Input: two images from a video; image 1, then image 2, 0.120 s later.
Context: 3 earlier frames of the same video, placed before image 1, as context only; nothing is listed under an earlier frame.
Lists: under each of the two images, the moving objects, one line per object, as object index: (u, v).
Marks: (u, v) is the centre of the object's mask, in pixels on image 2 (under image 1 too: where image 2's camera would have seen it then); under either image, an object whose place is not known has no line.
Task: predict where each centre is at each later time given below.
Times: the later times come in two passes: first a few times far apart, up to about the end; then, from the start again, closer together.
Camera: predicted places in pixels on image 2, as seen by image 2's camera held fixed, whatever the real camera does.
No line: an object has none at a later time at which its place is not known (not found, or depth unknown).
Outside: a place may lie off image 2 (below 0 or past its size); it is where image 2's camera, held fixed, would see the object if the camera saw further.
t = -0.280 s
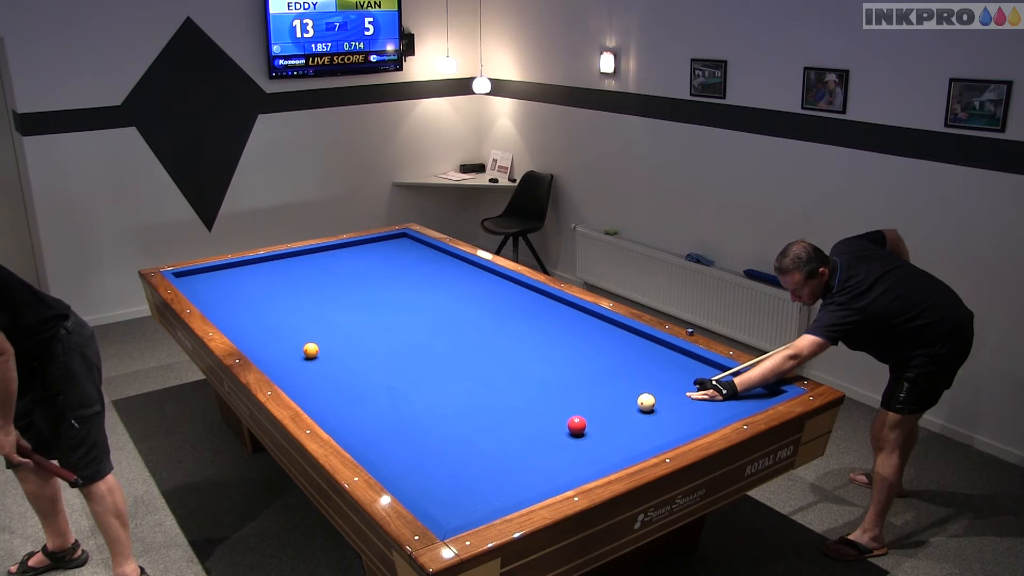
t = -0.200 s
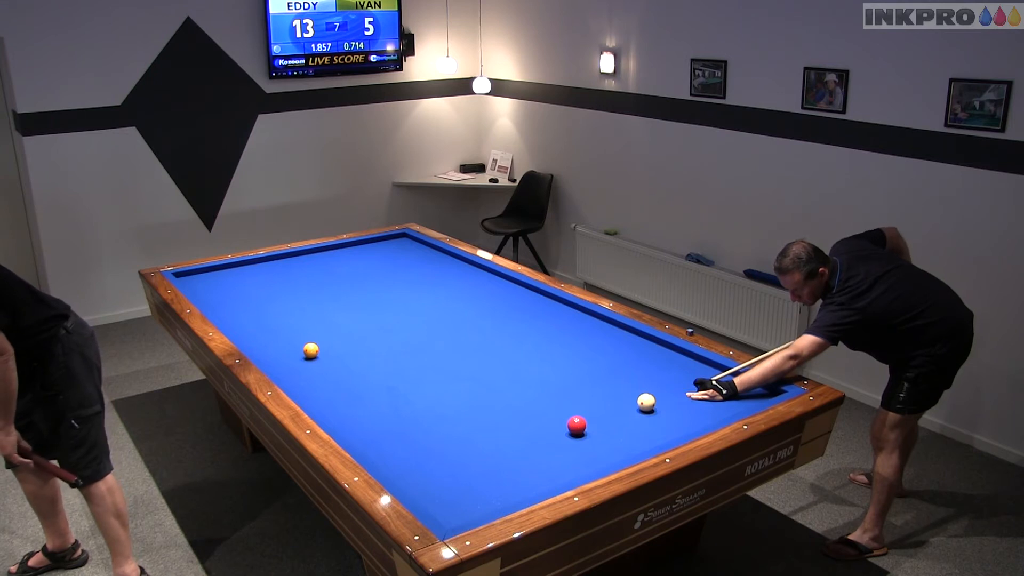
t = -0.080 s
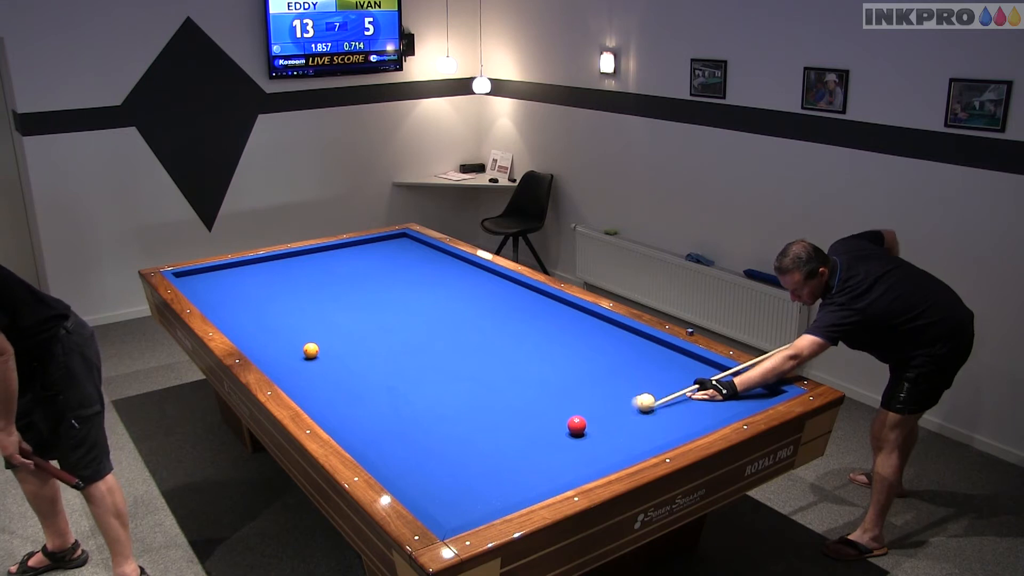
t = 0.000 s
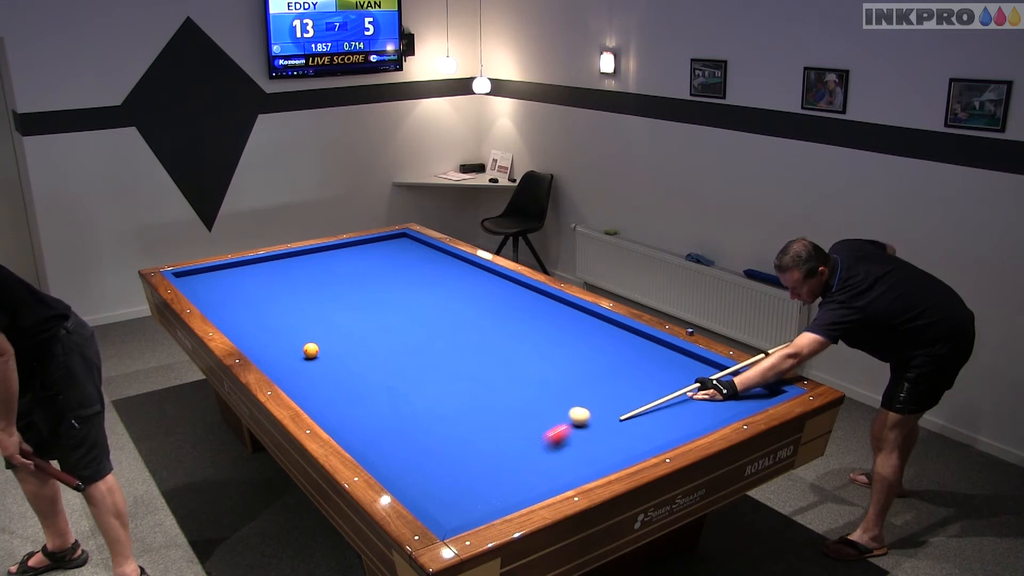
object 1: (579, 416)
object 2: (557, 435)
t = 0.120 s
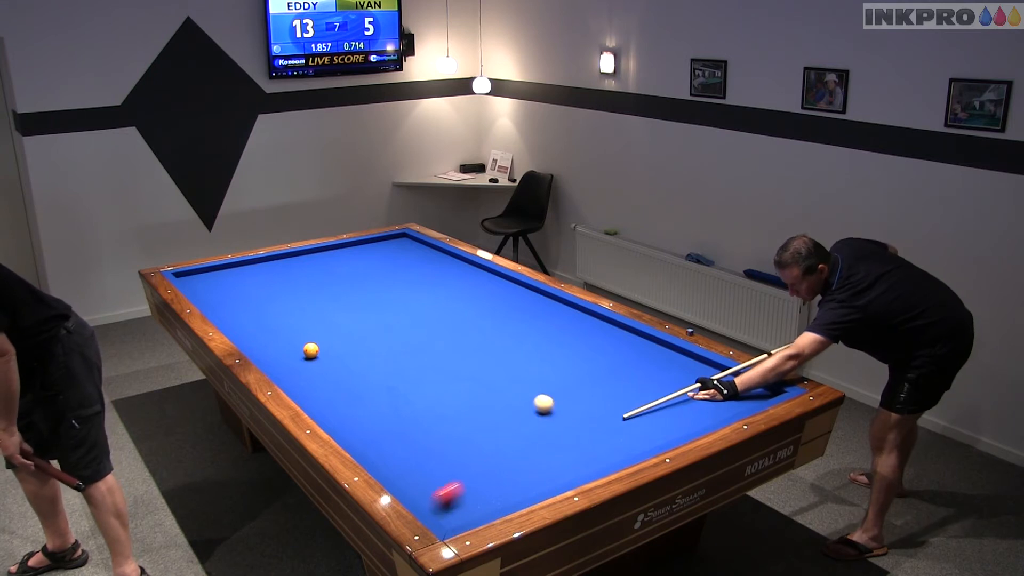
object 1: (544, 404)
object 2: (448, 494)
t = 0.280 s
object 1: (512, 388)
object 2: (555, 469)
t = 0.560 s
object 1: (492, 361)
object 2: (717, 412)
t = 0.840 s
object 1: (496, 336)
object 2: (720, 398)
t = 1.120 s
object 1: (501, 314)
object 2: (626, 418)
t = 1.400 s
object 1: (504, 296)
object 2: (537, 434)
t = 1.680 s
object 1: (508, 280)
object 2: (441, 451)
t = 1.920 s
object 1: (475, 272)
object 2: (397, 454)
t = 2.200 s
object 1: (439, 264)
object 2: (441, 434)
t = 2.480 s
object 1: (406, 257)
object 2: (477, 417)
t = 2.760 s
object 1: (375, 250)
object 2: (509, 401)
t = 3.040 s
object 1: (347, 244)
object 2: (538, 386)
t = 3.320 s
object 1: (337, 252)
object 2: (564, 373)
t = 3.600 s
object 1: (324, 260)
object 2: (588, 361)
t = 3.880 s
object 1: (312, 269)
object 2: (610, 350)
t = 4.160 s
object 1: (299, 277)
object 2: (630, 340)
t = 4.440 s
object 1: (285, 287)
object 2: (632, 336)
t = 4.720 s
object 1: (271, 296)
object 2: (616, 339)
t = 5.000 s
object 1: (256, 306)
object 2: (600, 342)
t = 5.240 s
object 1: (243, 314)
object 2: (587, 344)
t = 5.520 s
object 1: (235, 323)
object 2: (573, 346)
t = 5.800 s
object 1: (255, 328)
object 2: (558, 349)
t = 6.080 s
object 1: (275, 332)
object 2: (545, 351)
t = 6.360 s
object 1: (296, 337)
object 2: (532, 353)
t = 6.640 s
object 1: (317, 340)
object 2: (519, 355)
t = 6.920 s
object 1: (336, 345)
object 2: (506, 357)
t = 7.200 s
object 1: (357, 349)
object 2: (495, 358)
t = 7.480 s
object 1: (377, 354)
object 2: (484, 360)
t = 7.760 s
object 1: (397, 358)
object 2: (475, 361)
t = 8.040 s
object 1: (418, 362)
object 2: (466, 363)
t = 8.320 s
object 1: (437, 367)
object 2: (457, 365)
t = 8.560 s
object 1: (445, 372)
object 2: (460, 364)
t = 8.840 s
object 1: (451, 378)
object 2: (465, 363)
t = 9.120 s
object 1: (456, 384)
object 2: (469, 363)
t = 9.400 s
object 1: (462, 391)
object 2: (473, 362)
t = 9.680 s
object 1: (467, 397)
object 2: (475, 361)
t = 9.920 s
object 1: (472, 402)
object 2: (476, 361)
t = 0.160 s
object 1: (534, 400)
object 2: (450, 499)
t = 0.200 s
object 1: (525, 396)
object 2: (487, 488)
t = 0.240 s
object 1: (518, 392)
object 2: (522, 478)
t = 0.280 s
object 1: (512, 388)
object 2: (555, 469)
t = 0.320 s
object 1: (506, 384)
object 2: (585, 460)
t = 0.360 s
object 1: (502, 380)
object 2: (613, 451)
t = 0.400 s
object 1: (498, 376)
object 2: (640, 443)
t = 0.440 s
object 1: (495, 372)
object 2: (665, 435)
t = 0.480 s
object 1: (493, 368)
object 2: (686, 427)
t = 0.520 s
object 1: (492, 364)
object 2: (702, 419)
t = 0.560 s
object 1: (492, 361)
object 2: (717, 412)
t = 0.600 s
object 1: (492, 357)
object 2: (731, 405)
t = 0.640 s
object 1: (493, 353)
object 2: (745, 398)
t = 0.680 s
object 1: (493, 350)
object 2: (758, 392)
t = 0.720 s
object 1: (494, 346)
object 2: (764, 388)
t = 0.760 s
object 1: (495, 342)
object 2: (750, 392)
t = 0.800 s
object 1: (495, 339)
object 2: (735, 395)
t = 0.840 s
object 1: (496, 336)
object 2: (720, 398)
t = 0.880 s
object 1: (497, 332)
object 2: (705, 401)
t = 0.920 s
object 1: (497, 329)
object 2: (691, 405)
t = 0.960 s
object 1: (498, 326)
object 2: (677, 407)
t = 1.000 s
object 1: (499, 323)
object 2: (664, 410)
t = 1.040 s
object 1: (499, 320)
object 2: (651, 413)
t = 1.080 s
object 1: (500, 317)
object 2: (639, 415)
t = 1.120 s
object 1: (501, 314)
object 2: (626, 418)
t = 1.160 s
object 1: (501, 311)
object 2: (614, 420)
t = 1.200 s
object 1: (502, 309)
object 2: (601, 422)
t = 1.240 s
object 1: (502, 306)
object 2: (588, 424)
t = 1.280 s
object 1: (503, 303)
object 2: (576, 427)
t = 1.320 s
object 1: (503, 301)
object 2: (563, 429)
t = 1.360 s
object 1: (504, 298)
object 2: (550, 431)
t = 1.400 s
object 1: (504, 296)
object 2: (537, 434)
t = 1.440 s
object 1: (505, 293)
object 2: (523, 436)
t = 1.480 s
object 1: (505, 291)
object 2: (510, 438)
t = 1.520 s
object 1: (506, 289)
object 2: (497, 441)
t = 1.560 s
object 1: (506, 286)
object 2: (483, 443)
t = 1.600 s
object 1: (507, 284)
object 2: (469, 446)
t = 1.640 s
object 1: (507, 282)
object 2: (455, 448)
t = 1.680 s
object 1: (508, 280)
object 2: (441, 451)
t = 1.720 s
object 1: (504, 278)
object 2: (427, 453)
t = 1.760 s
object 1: (497, 277)
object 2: (413, 455)
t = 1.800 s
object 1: (491, 276)
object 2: (399, 458)
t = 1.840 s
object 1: (486, 275)
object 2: (385, 459)
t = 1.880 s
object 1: (480, 273)
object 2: (388, 458)
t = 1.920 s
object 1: (475, 272)
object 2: (397, 454)
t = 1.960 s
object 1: (470, 271)
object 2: (405, 451)
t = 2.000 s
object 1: (464, 270)
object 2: (413, 448)
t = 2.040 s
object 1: (459, 269)
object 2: (419, 445)
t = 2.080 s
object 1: (454, 268)
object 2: (425, 442)
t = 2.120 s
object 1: (449, 266)
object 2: (430, 439)
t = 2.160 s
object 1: (444, 265)
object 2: (436, 436)
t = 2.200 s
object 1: (439, 264)
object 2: (441, 434)
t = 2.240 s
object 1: (434, 263)
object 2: (446, 431)
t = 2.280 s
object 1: (429, 262)
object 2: (452, 429)
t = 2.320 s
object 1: (425, 261)
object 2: (457, 426)
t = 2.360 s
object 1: (419, 260)
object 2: (462, 424)
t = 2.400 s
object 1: (415, 259)
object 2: (467, 421)
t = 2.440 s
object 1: (410, 258)
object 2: (472, 419)
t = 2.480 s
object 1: (406, 257)
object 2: (477, 417)
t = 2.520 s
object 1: (401, 256)
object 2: (481, 414)
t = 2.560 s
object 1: (397, 255)
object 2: (486, 412)
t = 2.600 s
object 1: (392, 254)
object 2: (491, 410)
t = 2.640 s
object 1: (388, 253)
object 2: (495, 408)
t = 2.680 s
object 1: (384, 252)
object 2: (500, 405)
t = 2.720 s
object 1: (380, 251)
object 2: (504, 403)
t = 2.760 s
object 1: (375, 250)
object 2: (509, 401)
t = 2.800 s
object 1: (371, 249)
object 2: (513, 398)
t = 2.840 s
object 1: (367, 248)
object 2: (517, 396)
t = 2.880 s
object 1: (363, 247)
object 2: (521, 394)
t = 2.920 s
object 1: (359, 246)
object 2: (525, 392)
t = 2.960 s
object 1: (355, 245)
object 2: (530, 390)
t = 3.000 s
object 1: (351, 244)
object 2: (534, 388)
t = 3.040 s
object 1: (347, 244)
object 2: (538, 386)
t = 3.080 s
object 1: (346, 245)
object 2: (542, 384)
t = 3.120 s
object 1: (345, 246)
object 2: (546, 383)
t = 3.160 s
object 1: (343, 248)
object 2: (549, 381)
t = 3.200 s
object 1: (342, 249)
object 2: (553, 379)
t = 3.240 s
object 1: (340, 250)
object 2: (557, 377)
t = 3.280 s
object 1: (338, 251)
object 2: (561, 375)
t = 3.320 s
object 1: (337, 252)
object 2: (564, 373)
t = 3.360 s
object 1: (335, 254)
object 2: (568, 371)
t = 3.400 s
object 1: (333, 255)
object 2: (571, 370)
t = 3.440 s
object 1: (332, 256)
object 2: (575, 368)
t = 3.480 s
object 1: (330, 257)
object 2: (578, 366)
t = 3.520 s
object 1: (328, 258)
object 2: (582, 365)
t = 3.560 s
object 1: (326, 259)
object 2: (585, 363)
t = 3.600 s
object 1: (324, 260)
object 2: (588, 361)
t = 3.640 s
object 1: (323, 262)
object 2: (591, 360)
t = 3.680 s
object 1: (321, 263)
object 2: (595, 358)
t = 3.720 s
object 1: (319, 264)
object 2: (598, 356)
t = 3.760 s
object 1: (317, 265)
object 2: (601, 355)
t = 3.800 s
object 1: (316, 266)
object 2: (604, 353)
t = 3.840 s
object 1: (314, 268)
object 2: (607, 352)
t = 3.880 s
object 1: (312, 269)
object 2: (610, 350)
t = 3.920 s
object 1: (310, 270)
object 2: (613, 349)
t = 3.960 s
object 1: (308, 271)
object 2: (616, 347)
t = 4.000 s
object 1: (306, 272)
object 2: (619, 346)
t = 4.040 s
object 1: (304, 274)
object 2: (622, 344)
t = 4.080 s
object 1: (303, 275)
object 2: (624, 343)
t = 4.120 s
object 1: (301, 276)
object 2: (627, 341)
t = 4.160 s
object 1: (299, 277)
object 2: (630, 340)
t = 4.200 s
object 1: (297, 279)
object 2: (633, 339)
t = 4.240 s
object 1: (295, 280)
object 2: (636, 337)
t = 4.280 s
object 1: (293, 281)
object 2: (638, 336)
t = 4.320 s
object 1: (291, 283)
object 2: (640, 335)
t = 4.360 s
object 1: (289, 284)
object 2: (637, 335)
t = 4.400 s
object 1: (287, 285)
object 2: (635, 336)
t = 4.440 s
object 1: (285, 287)
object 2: (632, 336)
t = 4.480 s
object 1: (283, 288)
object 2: (630, 337)
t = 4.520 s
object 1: (281, 289)
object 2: (627, 337)
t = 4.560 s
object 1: (279, 291)
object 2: (625, 337)
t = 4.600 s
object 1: (277, 292)
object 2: (623, 338)
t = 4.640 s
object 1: (275, 293)
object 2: (620, 338)
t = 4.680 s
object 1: (273, 295)
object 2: (618, 338)
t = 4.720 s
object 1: (271, 296)
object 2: (616, 339)
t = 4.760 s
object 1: (269, 297)
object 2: (614, 339)
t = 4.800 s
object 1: (267, 299)
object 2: (611, 340)
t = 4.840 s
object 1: (265, 300)
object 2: (609, 340)
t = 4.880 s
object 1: (263, 301)
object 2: (607, 340)
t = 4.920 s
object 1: (261, 303)
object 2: (605, 341)
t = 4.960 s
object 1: (259, 304)
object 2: (603, 341)
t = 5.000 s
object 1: (256, 306)
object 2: (600, 342)
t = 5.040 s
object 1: (254, 307)
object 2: (598, 342)
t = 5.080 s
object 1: (252, 309)
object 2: (596, 342)
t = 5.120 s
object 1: (250, 310)
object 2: (594, 343)
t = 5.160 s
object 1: (248, 311)
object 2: (592, 343)
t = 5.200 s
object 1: (246, 313)
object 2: (589, 343)
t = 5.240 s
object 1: (243, 314)
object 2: (587, 344)
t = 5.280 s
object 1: (241, 316)
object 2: (585, 344)
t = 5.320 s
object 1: (239, 317)
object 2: (583, 345)
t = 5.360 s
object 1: (237, 319)
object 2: (581, 345)
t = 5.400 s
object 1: (235, 320)
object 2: (579, 345)
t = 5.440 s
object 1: (233, 322)
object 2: (577, 346)
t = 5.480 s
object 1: (232, 322)
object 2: (575, 346)
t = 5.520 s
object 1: (235, 323)
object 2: (573, 346)
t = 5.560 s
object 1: (237, 324)
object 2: (571, 347)
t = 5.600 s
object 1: (240, 325)
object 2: (569, 347)
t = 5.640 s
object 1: (243, 325)
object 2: (566, 347)
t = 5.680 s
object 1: (246, 326)
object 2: (565, 348)
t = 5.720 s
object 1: (249, 327)
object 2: (563, 348)
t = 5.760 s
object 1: (252, 328)
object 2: (561, 348)
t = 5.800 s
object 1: (255, 328)
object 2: (558, 349)
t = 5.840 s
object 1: (258, 329)
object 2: (557, 349)
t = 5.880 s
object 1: (261, 329)
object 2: (554, 349)
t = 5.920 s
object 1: (264, 330)
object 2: (553, 350)
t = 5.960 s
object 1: (266, 330)
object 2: (551, 350)
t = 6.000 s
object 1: (269, 331)
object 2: (549, 350)
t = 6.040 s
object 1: (272, 332)
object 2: (547, 351)
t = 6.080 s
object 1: (275, 332)
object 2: (545, 351)
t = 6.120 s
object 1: (278, 333)
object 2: (543, 351)
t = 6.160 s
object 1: (281, 334)
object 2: (541, 352)
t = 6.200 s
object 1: (284, 334)
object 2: (539, 352)
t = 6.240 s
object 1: (287, 335)
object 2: (537, 352)
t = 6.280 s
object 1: (290, 335)
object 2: (535, 353)
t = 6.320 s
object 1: (293, 336)
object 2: (534, 353)
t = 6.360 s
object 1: (296, 337)
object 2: (532, 353)
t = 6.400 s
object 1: (298, 337)
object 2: (530, 353)
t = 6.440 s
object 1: (301, 338)
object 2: (528, 354)
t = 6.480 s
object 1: (304, 338)
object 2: (526, 354)
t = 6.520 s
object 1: (307, 338)
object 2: (524, 354)
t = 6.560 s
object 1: (310, 338)
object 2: (522, 355)
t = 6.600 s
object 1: (313, 338)
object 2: (521, 355)
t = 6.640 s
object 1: (317, 340)
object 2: (519, 355)
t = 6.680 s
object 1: (320, 341)
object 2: (517, 355)
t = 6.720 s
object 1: (322, 342)
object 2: (515, 356)
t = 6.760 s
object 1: (325, 343)
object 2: (513, 356)
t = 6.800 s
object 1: (328, 343)
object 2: (511, 356)
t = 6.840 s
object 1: (331, 344)
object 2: (510, 356)
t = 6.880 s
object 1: (333, 345)
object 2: (508, 357)
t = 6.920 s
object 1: (336, 345)
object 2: (506, 357)
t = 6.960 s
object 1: (339, 346)
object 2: (505, 357)
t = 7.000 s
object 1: (342, 347)
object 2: (503, 357)
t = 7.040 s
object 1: (345, 347)
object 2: (501, 358)
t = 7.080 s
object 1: (348, 348)
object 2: (500, 358)
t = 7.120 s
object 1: (351, 348)
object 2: (498, 358)
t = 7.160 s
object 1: (354, 349)
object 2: (497, 359)
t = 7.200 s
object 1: (357, 349)
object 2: (495, 358)
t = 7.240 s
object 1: (360, 350)
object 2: (493, 359)
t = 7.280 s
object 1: (363, 351)
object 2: (492, 359)
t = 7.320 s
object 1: (366, 351)
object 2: (490, 359)
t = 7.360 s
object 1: (369, 352)
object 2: (489, 359)
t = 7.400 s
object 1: (372, 353)
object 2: (487, 360)
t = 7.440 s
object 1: (375, 353)
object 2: (486, 360)
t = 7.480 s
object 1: (377, 354)
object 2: (484, 360)
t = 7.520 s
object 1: (380, 354)
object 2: (483, 360)
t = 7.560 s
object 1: (383, 354)
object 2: (481, 360)
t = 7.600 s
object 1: (386, 356)
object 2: (480, 361)
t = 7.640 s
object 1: (389, 356)
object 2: (479, 361)
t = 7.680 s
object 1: (392, 357)
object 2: (477, 361)
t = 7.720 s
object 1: (395, 357)
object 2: (476, 361)
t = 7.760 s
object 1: (397, 358)
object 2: (475, 361)
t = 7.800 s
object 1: (400, 359)
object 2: (473, 362)
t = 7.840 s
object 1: (403, 359)
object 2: (472, 362)
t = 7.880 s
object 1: (406, 360)
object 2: (471, 362)
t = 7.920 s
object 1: (409, 360)
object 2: (469, 362)
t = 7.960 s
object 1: (412, 361)
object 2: (468, 362)
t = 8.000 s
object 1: (415, 361)
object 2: (467, 363)
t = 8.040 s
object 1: (418, 362)
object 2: (466, 363)
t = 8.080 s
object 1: (420, 363)
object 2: (464, 363)
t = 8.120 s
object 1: (423, 363)
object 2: (463, 363)
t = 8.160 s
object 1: (426, 364)
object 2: (462, 364)
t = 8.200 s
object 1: (429, 365)
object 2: (461, 364)
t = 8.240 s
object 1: (432, 365)
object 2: (460, 364)
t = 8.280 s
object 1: (434, 366)
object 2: (458, 364)
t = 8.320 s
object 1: (437, 367)
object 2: (457, 365)
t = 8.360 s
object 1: (440, 367)
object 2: (456, 365)
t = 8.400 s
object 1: (442, 368)
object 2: (457, 365)
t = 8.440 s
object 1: (442, 369)
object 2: (458, 364)
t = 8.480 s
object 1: (443, 370)
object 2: (458, 364)
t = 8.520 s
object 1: (444, 371)
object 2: (459, 364)
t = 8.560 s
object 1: (445, 372)
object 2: (460, 364)
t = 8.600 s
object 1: (446, 373)
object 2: (461, 364)
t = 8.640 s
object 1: (447, 374)
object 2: (461, 364)
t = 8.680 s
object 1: (447, 375)
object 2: (462, 364)
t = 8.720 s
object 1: (448, 376)
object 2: (463, 364)
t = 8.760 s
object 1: (449, 377)
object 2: (464, 363)
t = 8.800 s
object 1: (450, 378)
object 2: (464, 363)
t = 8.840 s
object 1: (451, 378)
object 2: (465, 363)
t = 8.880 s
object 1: (452, 379)
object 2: (466, 363)
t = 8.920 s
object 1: (452, 380)
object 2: (466, 363)
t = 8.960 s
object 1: (453, 381)
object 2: (467, 363)
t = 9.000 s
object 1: (454, 382)
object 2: (468, 363)
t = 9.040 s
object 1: (455, 383)
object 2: (468, 363)
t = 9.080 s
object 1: (455, 384)
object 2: (469, 363)
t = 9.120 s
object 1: (456, 384)
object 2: (469, 363)
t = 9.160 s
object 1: (457, 386)
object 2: (470, 363)
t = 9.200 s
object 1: (458, 386)
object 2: (471, 362)
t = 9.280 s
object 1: (459, 389)
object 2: (472, 362)
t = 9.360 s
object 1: (461, 390)
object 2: (473, 362)
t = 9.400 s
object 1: (462, 391)
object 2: (473, 362)
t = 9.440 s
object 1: (463, 392)
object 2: (473, 362)
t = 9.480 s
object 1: (463, 393)
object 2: (474, 362)
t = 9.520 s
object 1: (464, 394)
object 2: (474, 362)
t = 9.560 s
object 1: (465, 394)
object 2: (474, 362)
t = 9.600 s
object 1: (466, 396)
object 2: (475, 362)
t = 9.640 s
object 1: (467, 396)
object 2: (475, 361)
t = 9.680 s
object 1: (467, 397)
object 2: (475, 361)
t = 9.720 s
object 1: (468, 398)
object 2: (475, 361)
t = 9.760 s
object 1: (469, 399)
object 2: (475, 361)
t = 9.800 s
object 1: (469, 400)
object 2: (476, 361)
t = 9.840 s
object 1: (470, 400)
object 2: (476, 361)
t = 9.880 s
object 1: (471, 401)
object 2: (476, 361)
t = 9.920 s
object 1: (472, 402)
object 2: (476, 361)
